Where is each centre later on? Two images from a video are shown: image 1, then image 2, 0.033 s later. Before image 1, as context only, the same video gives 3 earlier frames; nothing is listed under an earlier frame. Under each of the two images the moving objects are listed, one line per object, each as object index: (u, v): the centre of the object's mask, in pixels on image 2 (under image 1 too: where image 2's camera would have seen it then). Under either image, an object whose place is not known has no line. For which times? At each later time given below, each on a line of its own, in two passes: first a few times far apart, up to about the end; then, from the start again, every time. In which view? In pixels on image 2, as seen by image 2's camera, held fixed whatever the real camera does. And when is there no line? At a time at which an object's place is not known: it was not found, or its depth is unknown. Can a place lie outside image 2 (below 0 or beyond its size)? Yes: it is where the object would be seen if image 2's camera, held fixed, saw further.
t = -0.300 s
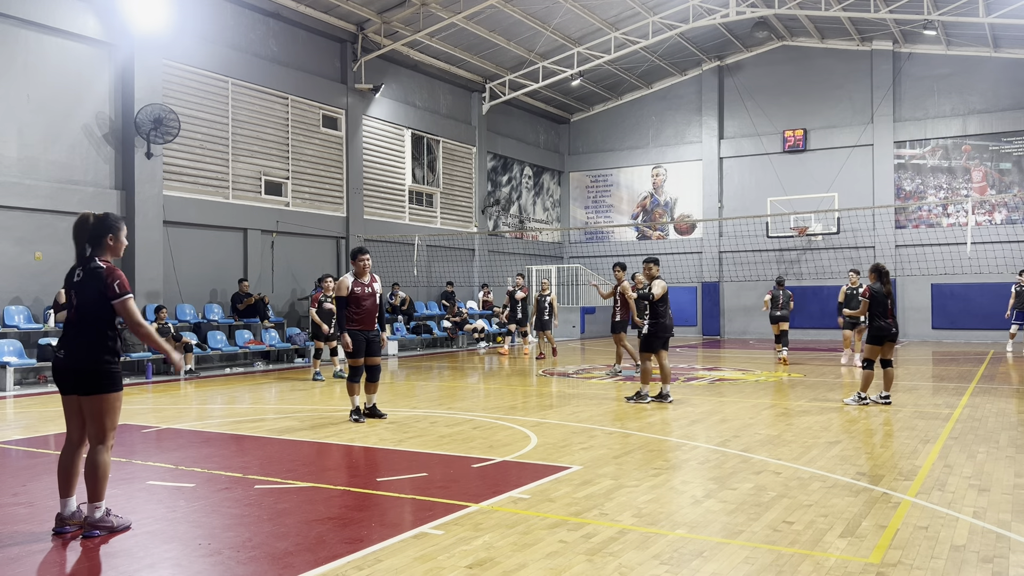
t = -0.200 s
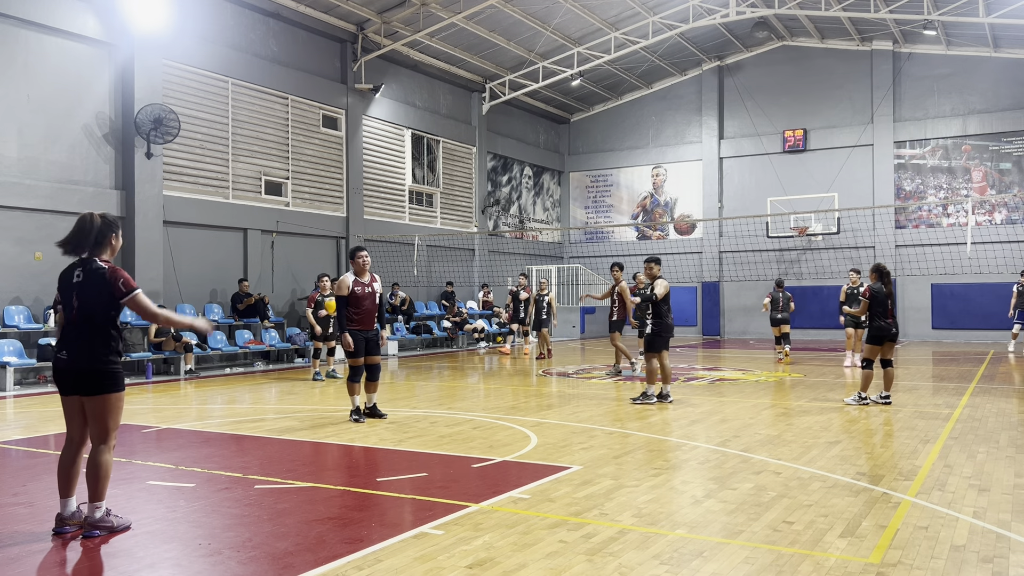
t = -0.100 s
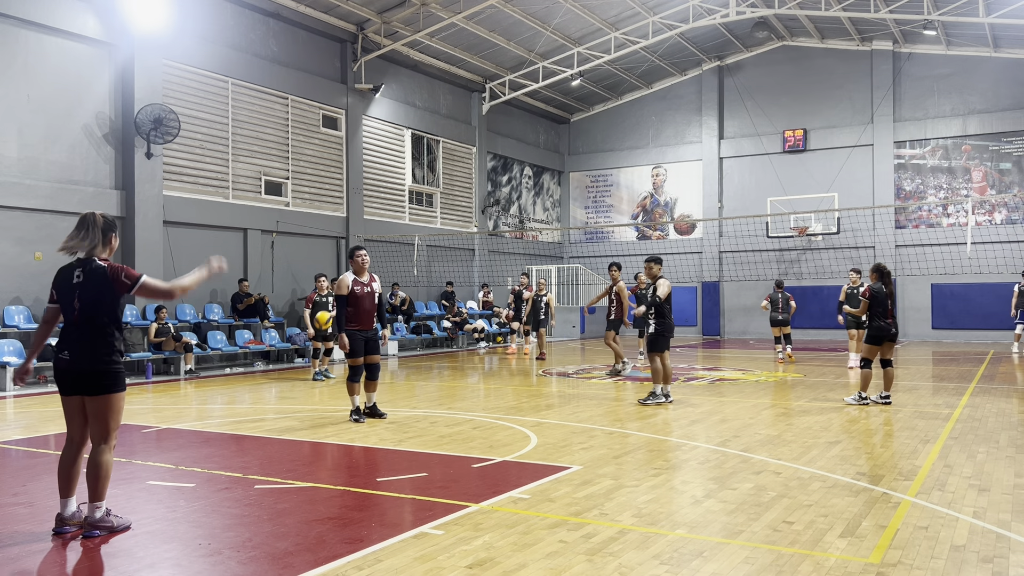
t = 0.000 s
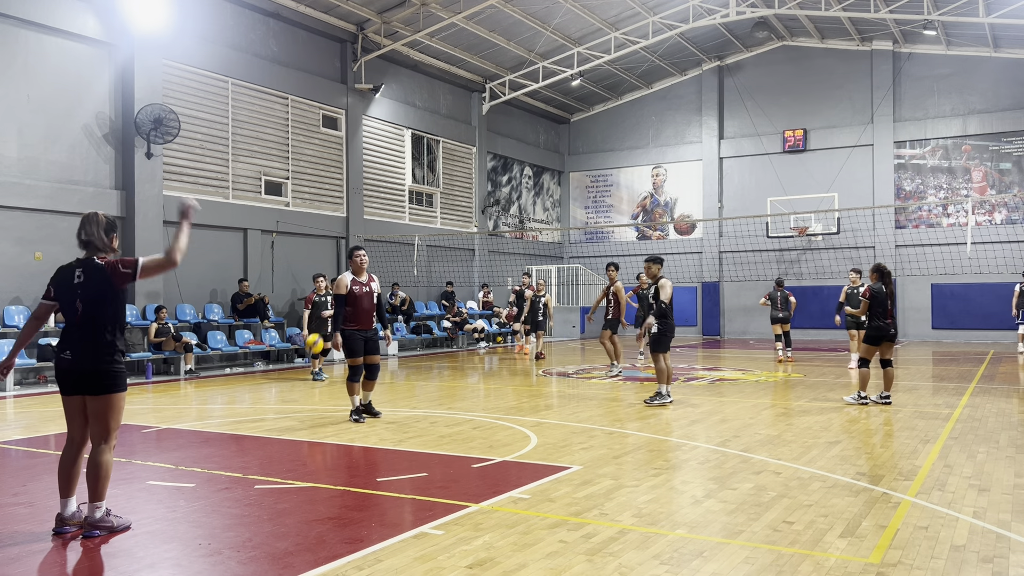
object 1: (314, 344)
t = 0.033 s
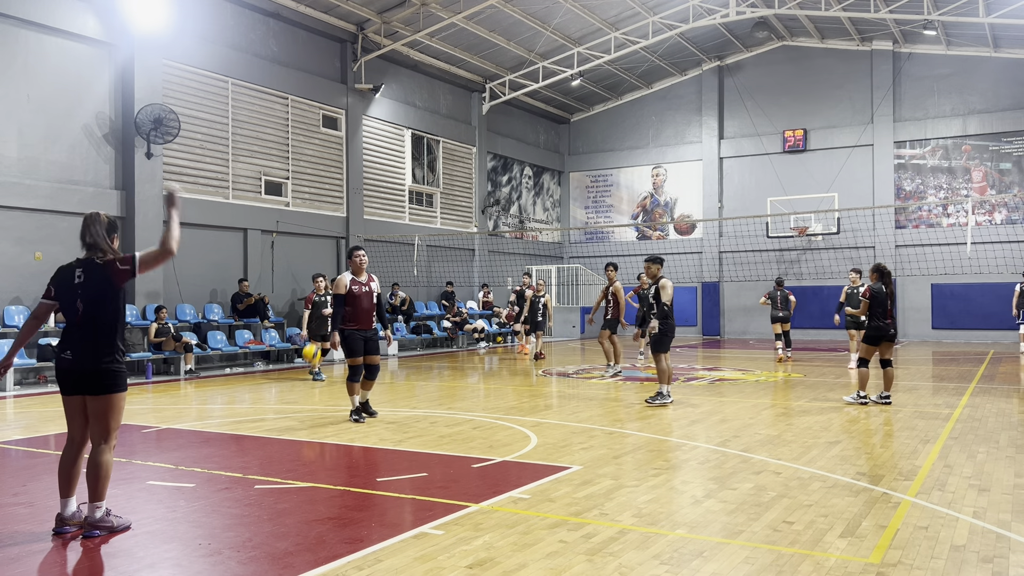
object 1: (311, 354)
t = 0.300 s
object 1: (288, 359)
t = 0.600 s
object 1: (260, 334)
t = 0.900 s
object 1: (228, 401)
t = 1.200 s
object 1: (192, 376)
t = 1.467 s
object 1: (153, 404)
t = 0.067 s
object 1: (308, 365)
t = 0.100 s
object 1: (305, 377)
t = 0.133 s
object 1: (302, 390)
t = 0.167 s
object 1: (299, 393)
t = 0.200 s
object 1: (296, 383)
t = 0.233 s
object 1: (294, 374)
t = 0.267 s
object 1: (291, 366)
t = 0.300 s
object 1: (288, 359)
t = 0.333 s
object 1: (285, 352)
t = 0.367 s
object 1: (282, 347)
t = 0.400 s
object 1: (279, 342)
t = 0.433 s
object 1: (276, 338)
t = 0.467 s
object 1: (273, 335)
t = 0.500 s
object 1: (270, 333)
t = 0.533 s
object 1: (266, 333)
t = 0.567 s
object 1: (263, 332)
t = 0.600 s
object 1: (260, 334)
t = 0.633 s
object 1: (257, 337)
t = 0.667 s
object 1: (253, 340)
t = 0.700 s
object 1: (250, 346)
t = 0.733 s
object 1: (247, 352)
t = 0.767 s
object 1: (243, 359)
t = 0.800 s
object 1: (239, 367)
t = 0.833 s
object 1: (235, 377)
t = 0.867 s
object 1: (231, 389)
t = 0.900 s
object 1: (228, 401)
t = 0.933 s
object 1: (223, 416)
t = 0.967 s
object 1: (220, 420)
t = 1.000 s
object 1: (216, 410)
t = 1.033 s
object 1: (212, 402)
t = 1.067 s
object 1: (208, 394)
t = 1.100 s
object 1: (204, 388)
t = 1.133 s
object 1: (200, 383)
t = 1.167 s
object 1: (196, 379)
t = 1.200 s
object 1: (192, 376)
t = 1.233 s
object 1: (187, 374)
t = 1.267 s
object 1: (183, 374)
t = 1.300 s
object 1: (178, 375)
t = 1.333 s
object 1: (173, 378)
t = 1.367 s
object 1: (168, 382)
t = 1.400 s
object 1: (164, 388)
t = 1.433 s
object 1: (159, 395)
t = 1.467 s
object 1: (153, 404)
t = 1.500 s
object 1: (148, 415)
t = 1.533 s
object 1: (142, 427)
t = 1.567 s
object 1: (137, 441)
